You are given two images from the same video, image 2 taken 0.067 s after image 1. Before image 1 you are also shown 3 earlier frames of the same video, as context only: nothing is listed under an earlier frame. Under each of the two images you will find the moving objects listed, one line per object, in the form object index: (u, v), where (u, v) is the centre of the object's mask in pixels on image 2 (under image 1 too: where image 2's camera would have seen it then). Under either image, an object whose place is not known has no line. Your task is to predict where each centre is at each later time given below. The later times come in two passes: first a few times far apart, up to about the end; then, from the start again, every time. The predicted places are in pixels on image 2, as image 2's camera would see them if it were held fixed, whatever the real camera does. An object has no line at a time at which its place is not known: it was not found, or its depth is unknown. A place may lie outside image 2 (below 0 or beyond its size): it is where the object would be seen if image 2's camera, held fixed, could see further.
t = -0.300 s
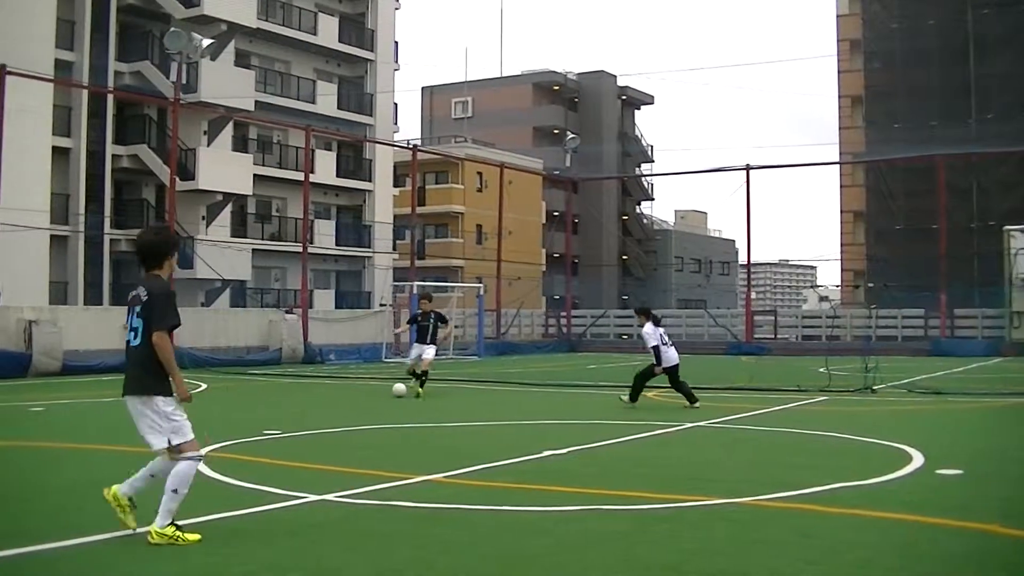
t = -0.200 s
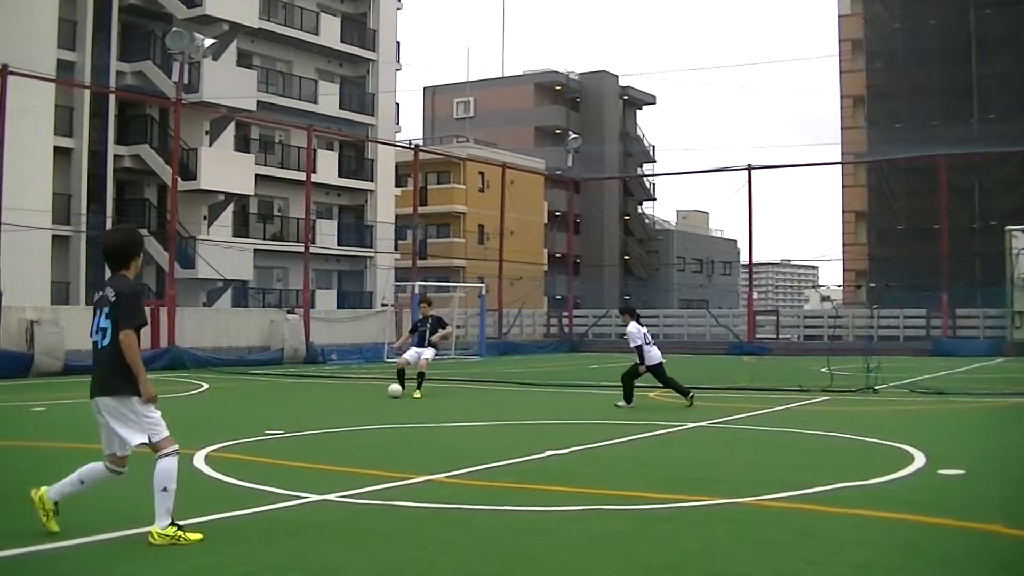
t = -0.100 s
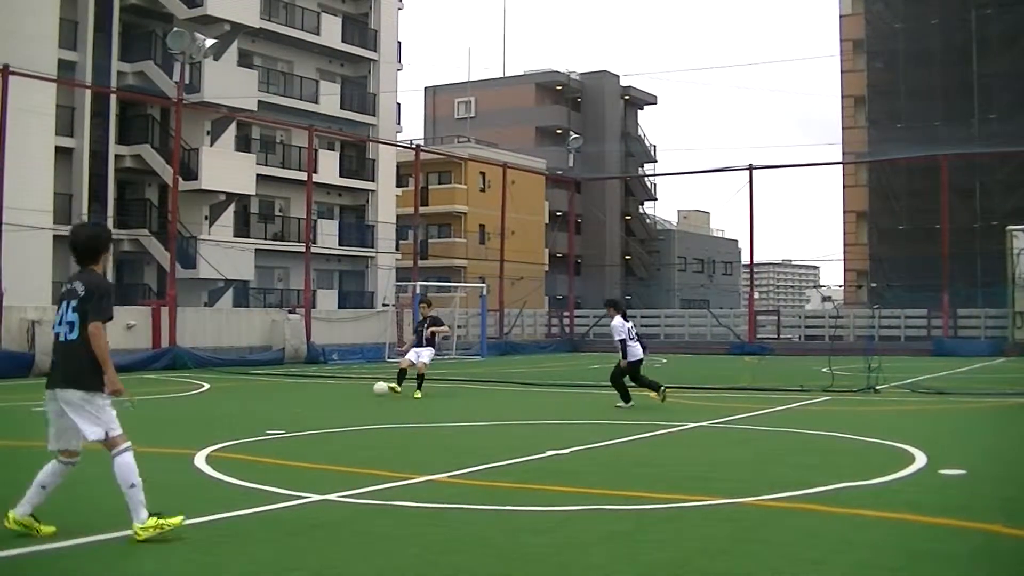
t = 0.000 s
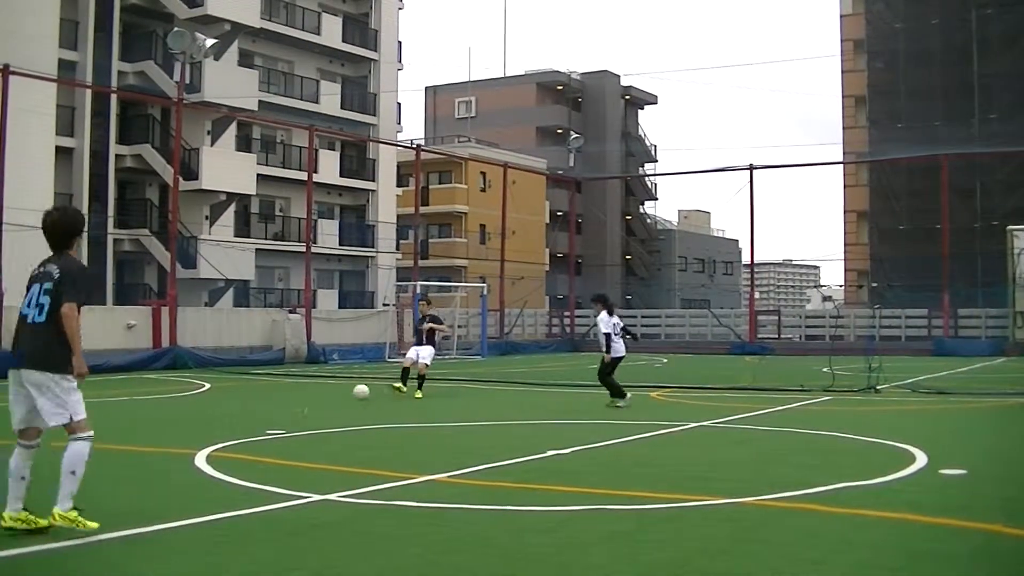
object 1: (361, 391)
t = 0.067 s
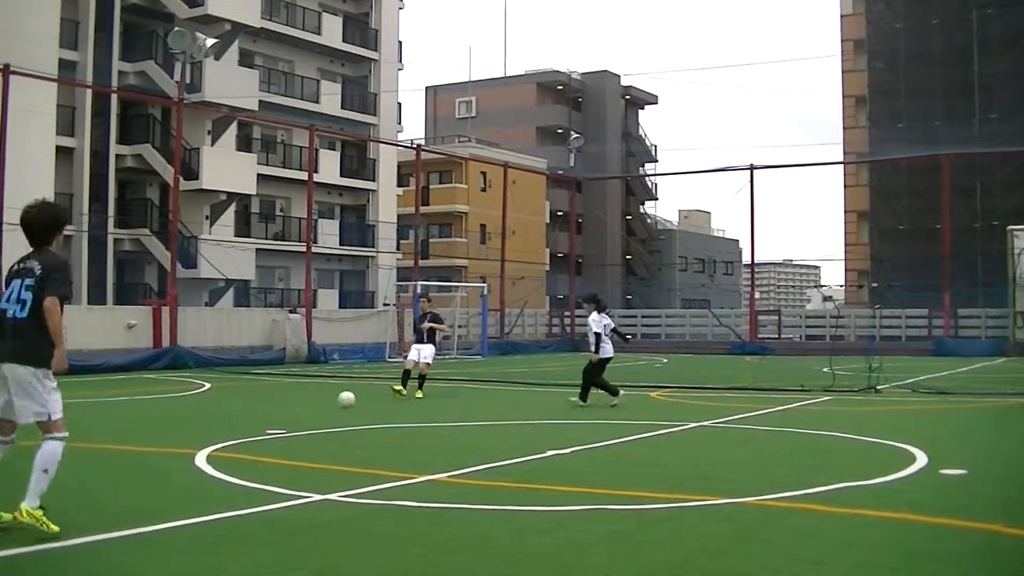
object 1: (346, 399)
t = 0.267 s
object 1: (295, 419)
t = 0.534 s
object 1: (198, 451)
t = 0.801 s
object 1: (55, 494)
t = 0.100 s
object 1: (339, 405)
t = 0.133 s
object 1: (330, 410)
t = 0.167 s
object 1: (323, 410)
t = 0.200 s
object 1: (314, 412)
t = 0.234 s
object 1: (305, 415)
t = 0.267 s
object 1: (295, 419)
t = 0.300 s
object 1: (285, 426)
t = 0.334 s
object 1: (274, 427)
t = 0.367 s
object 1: (263, 429)
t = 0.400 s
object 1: (252, 432)
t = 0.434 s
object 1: (239, 437)
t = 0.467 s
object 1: (227, 441)
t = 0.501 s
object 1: (213, 445)
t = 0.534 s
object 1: (198, 451)
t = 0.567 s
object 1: (183, 453)
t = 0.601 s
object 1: (168, 455)
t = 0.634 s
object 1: (152, 458)
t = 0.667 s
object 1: (134, 464)
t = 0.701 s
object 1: (116, 471)
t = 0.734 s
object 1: (96, 483)
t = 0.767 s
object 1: (76, 489)
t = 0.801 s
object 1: (55, 494)
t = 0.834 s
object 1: (34, 502)
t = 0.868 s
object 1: (12, 509)
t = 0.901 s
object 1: (0, 514)
